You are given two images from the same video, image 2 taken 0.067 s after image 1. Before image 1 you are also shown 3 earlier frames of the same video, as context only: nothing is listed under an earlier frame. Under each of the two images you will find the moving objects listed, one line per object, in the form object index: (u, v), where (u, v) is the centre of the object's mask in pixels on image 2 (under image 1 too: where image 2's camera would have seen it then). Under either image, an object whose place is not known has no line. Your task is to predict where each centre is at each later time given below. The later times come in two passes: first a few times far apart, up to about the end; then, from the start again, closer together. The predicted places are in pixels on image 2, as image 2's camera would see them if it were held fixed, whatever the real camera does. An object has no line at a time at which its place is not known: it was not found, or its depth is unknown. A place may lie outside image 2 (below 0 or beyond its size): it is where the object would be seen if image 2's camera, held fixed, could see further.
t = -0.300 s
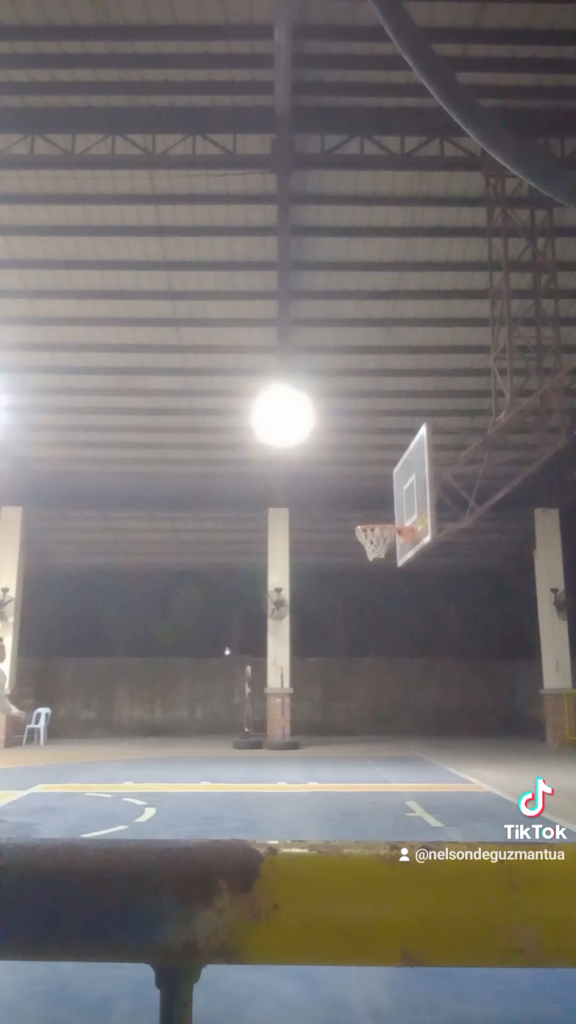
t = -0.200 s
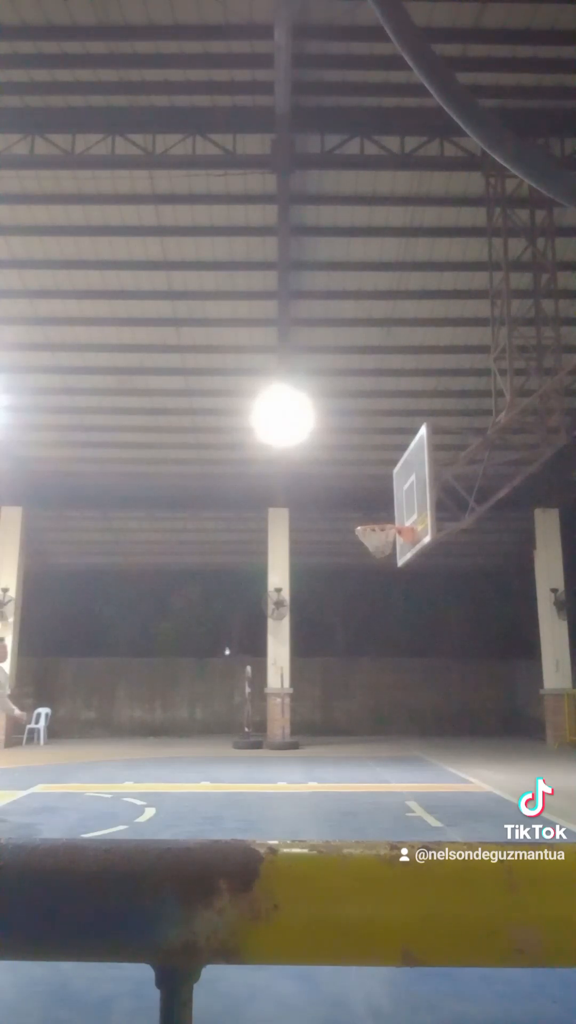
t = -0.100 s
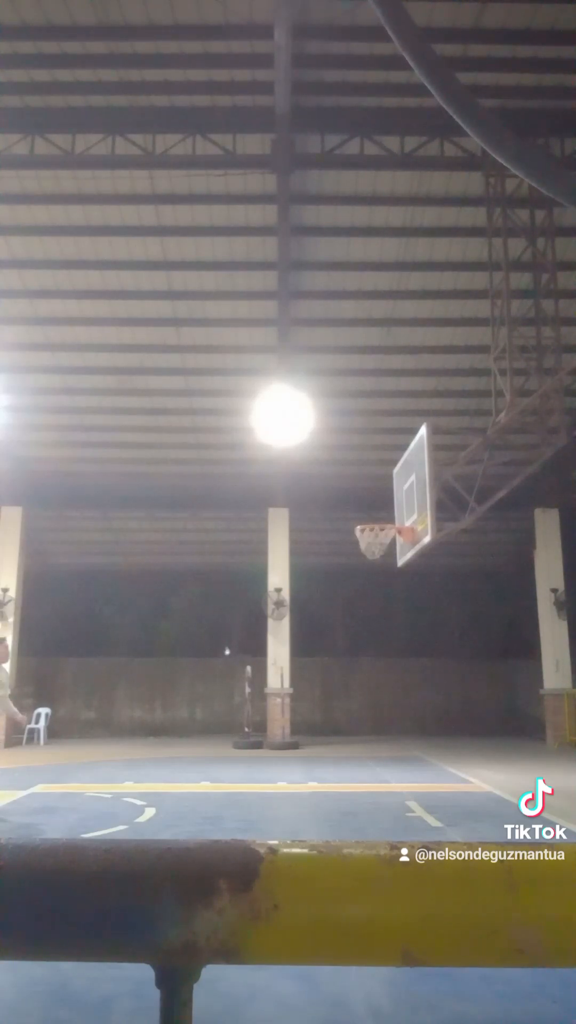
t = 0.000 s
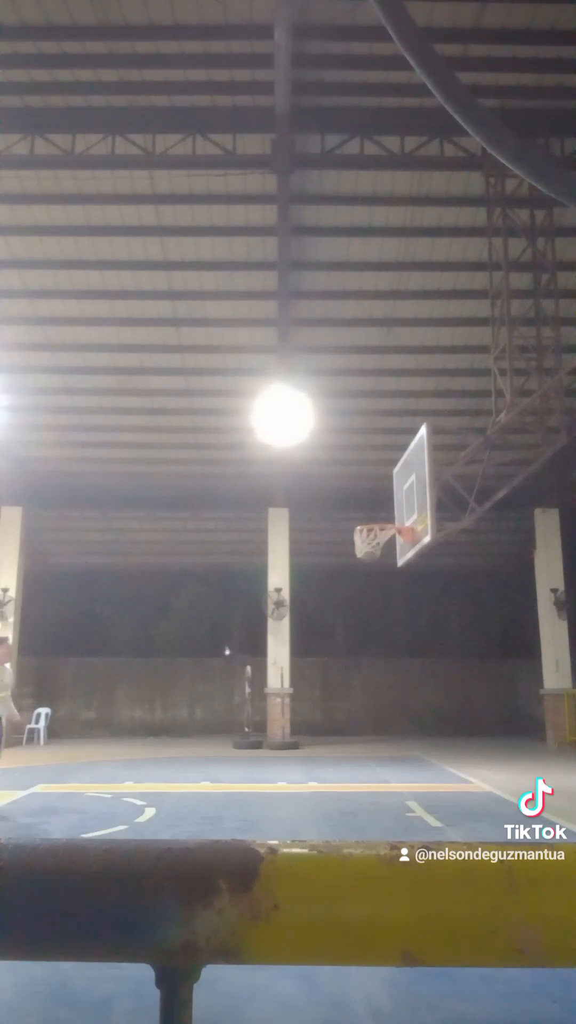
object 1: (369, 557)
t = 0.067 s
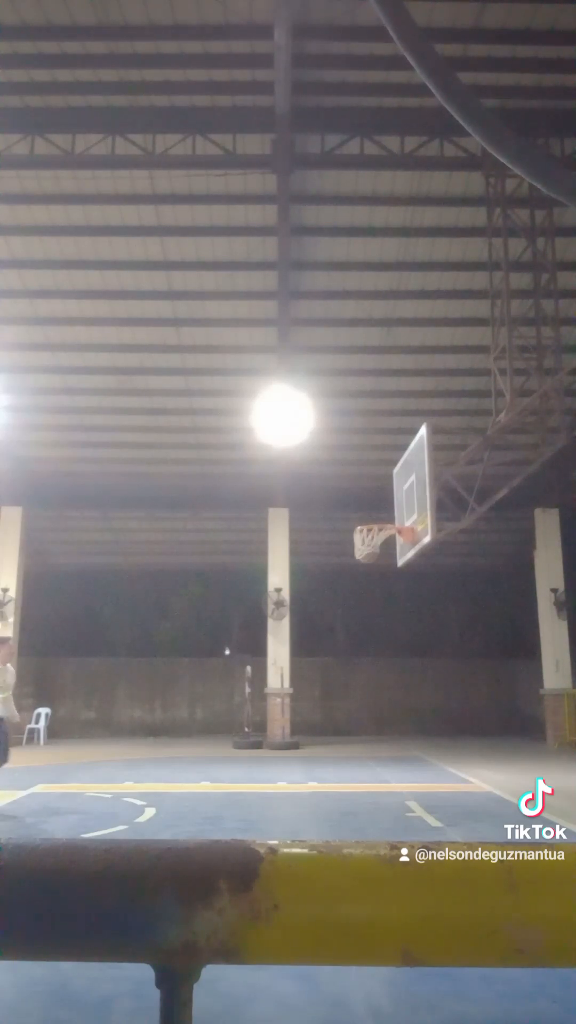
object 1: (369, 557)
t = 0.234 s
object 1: (374, 565)
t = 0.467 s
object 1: (387, 621)
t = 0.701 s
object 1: (400, 729)
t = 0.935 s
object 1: (410, 740)
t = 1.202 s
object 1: (416, 656)
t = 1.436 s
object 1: (422, 638)
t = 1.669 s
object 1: (429, 669)
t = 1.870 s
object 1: (436, 737)
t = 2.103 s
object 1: (444, 759)
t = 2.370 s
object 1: (448, 693)
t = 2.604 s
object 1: (454, 690)
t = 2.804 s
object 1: (460, 728)
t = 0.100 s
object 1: (370, 558)
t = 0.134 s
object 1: (369, 558)
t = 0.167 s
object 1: (371, 560)
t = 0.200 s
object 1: (373, 562)
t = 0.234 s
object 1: (374, 565)
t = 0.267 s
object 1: (376, 569)
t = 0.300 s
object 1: (377, 576)
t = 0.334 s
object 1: (379, 583)
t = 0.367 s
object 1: (381, 591)
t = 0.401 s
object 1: (383, 601)
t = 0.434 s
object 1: (385, 610)
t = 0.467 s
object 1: (387, 621)
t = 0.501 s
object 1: (388, 634)
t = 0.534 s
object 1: (390, 647)
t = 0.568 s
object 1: (393, 661)
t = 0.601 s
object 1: (395, 677)
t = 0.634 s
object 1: (396, 694)
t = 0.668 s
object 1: (399, 713)
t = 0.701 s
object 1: (400, 729)
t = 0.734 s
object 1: (403, 751)
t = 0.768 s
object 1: (408, 773)
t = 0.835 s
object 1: (411, 798)
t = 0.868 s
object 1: (411, 772)
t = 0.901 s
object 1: (411, 756)
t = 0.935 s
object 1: (410, 740)
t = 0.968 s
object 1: (411, 726)
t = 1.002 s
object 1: (411, 713)
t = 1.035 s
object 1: (412, 700)
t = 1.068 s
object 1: (413, 689)
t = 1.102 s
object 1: (414, 679)
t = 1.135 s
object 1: (414, 671)
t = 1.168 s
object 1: (415, 662)
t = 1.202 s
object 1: (416, 656)
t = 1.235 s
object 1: (417, 651)
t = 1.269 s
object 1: (418, 645)
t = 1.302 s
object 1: (418, 642)
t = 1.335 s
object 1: (419, 639)
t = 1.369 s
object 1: (420, 638)
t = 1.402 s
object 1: (421, 637)
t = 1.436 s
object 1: (422, 638)
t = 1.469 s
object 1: (423, 639)
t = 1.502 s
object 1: (424, 642)
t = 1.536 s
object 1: (425, 645)
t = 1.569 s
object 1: (426, 650)
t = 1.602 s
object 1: (427, 655)
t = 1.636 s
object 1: (428, 662)
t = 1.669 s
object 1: (429, 669)
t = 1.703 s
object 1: (430, 678)
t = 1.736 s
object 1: (432, 688)
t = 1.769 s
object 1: (433, 699)
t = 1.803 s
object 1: (434, 712)
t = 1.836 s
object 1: (435, 724)
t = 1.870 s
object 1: (436, 737)
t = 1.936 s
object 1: (441, 771)
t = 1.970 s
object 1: (443, 794)
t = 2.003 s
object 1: (445, 805)
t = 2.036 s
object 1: (445, 791)
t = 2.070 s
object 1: (445, 774)
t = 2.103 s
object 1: (444, 759)
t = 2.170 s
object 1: (444, 736)
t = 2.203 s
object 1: (445, 726)
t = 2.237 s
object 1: (446, 718)
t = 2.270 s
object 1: (446, 710)
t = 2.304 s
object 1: (447, 704)
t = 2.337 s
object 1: (448, 698)
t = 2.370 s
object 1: (448, 693)
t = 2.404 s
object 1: (448, 689)
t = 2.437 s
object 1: (449, 686)
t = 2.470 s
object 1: (450, 686)
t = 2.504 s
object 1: (451, 685)
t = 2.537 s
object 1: (452, 686)
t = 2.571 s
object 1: (453, 687)
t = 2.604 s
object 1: (454, 690)
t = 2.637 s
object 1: (455, 694)
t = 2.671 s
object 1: (456, 699)
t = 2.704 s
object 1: (457, 705)
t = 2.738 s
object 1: (458, 712)
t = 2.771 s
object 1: (459, 720)
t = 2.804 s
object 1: (460, 728)
